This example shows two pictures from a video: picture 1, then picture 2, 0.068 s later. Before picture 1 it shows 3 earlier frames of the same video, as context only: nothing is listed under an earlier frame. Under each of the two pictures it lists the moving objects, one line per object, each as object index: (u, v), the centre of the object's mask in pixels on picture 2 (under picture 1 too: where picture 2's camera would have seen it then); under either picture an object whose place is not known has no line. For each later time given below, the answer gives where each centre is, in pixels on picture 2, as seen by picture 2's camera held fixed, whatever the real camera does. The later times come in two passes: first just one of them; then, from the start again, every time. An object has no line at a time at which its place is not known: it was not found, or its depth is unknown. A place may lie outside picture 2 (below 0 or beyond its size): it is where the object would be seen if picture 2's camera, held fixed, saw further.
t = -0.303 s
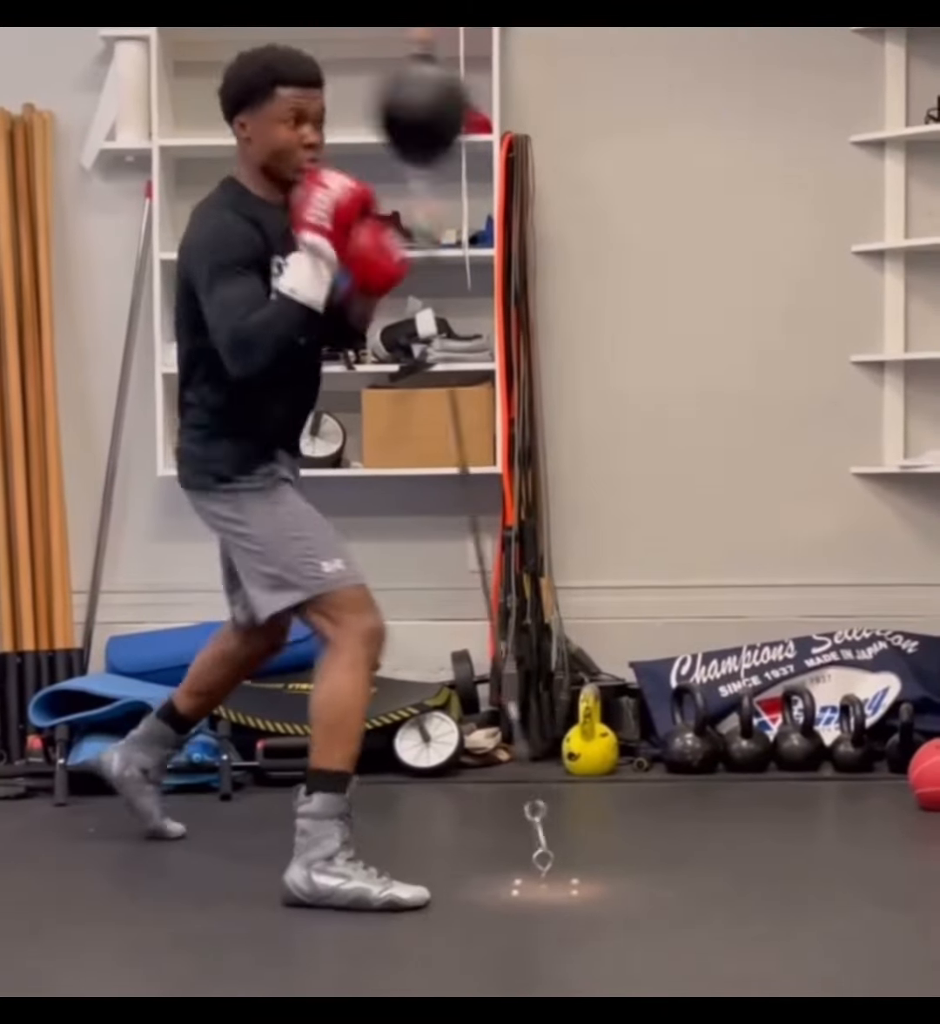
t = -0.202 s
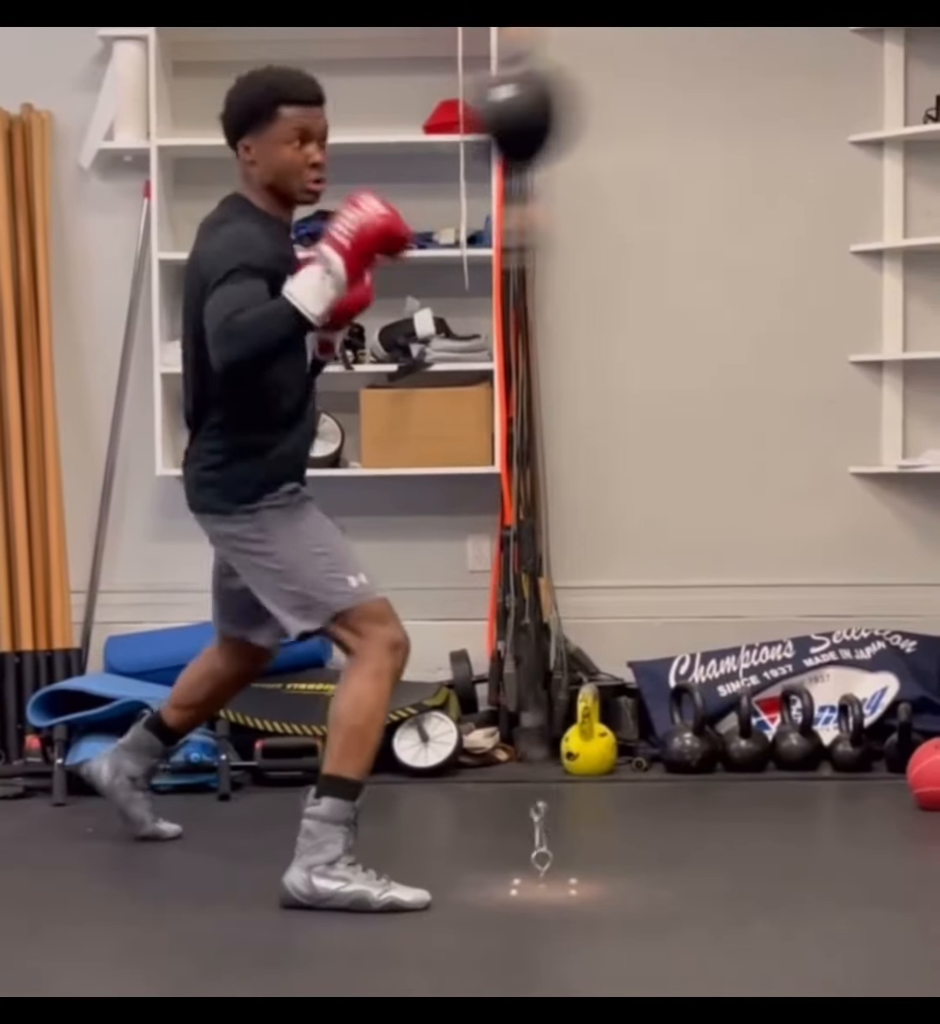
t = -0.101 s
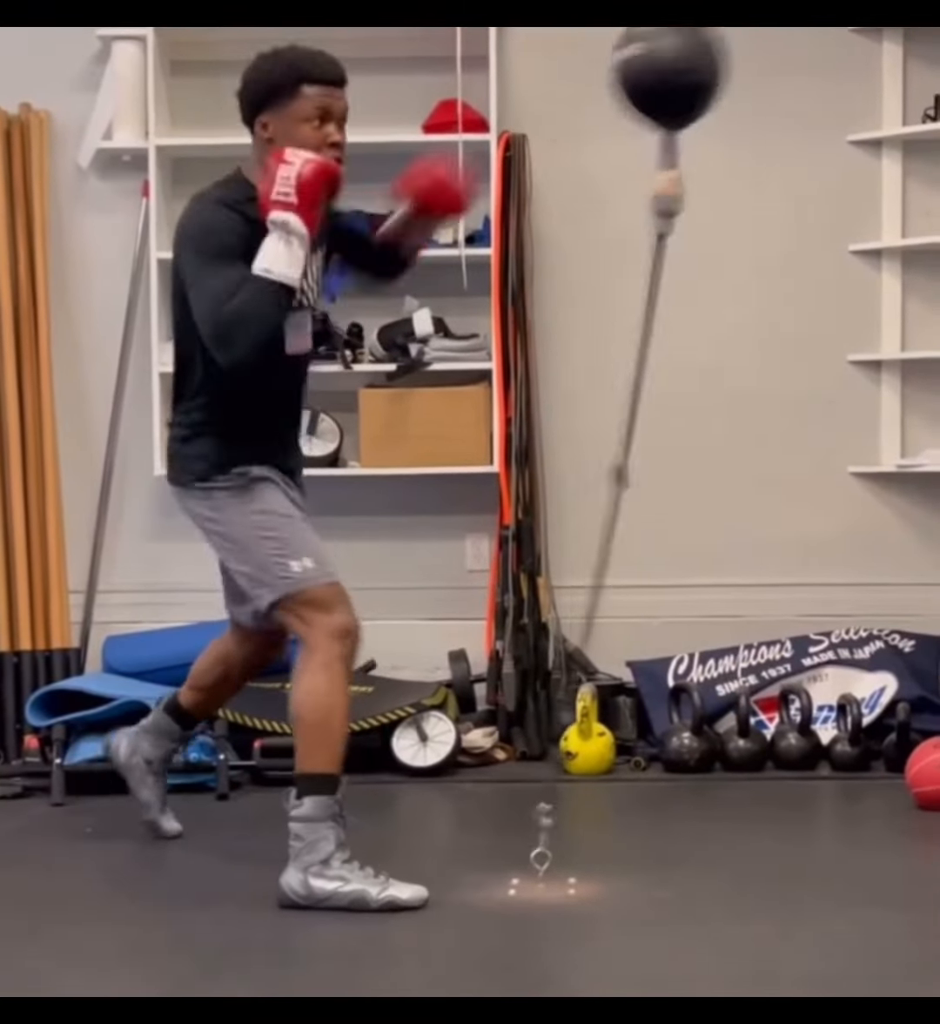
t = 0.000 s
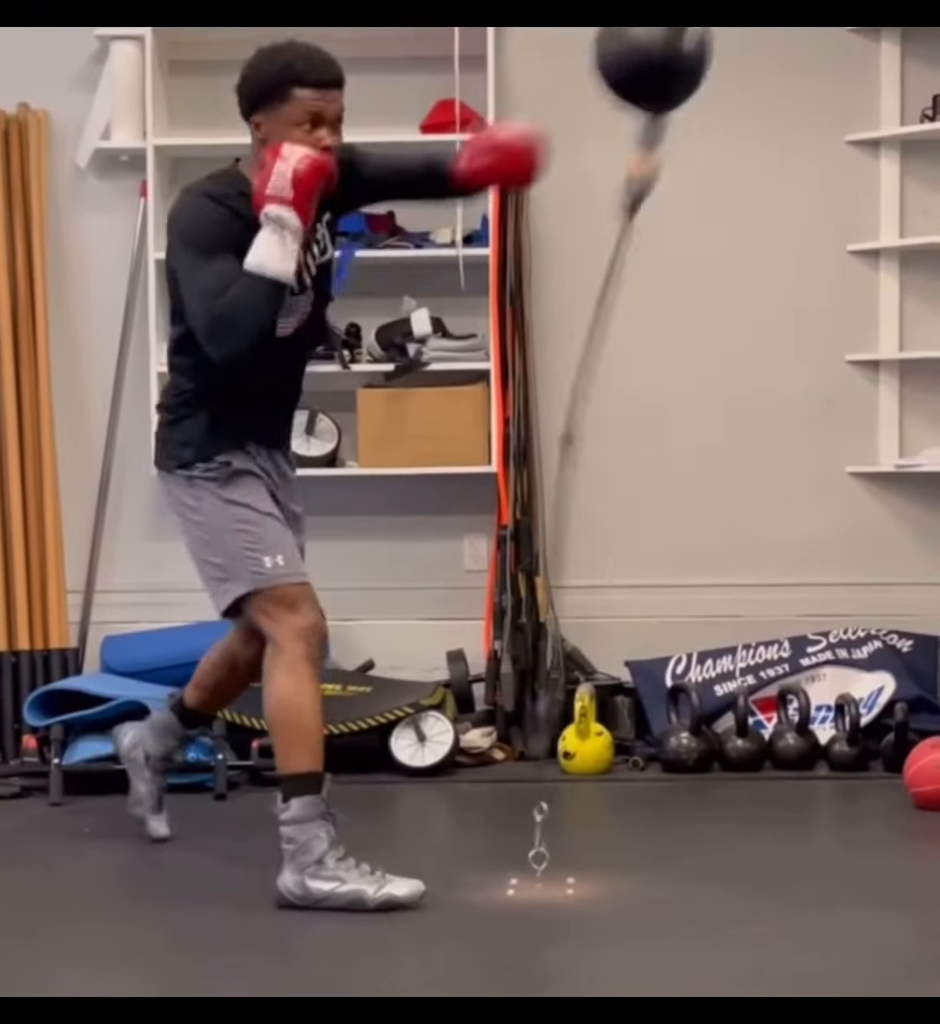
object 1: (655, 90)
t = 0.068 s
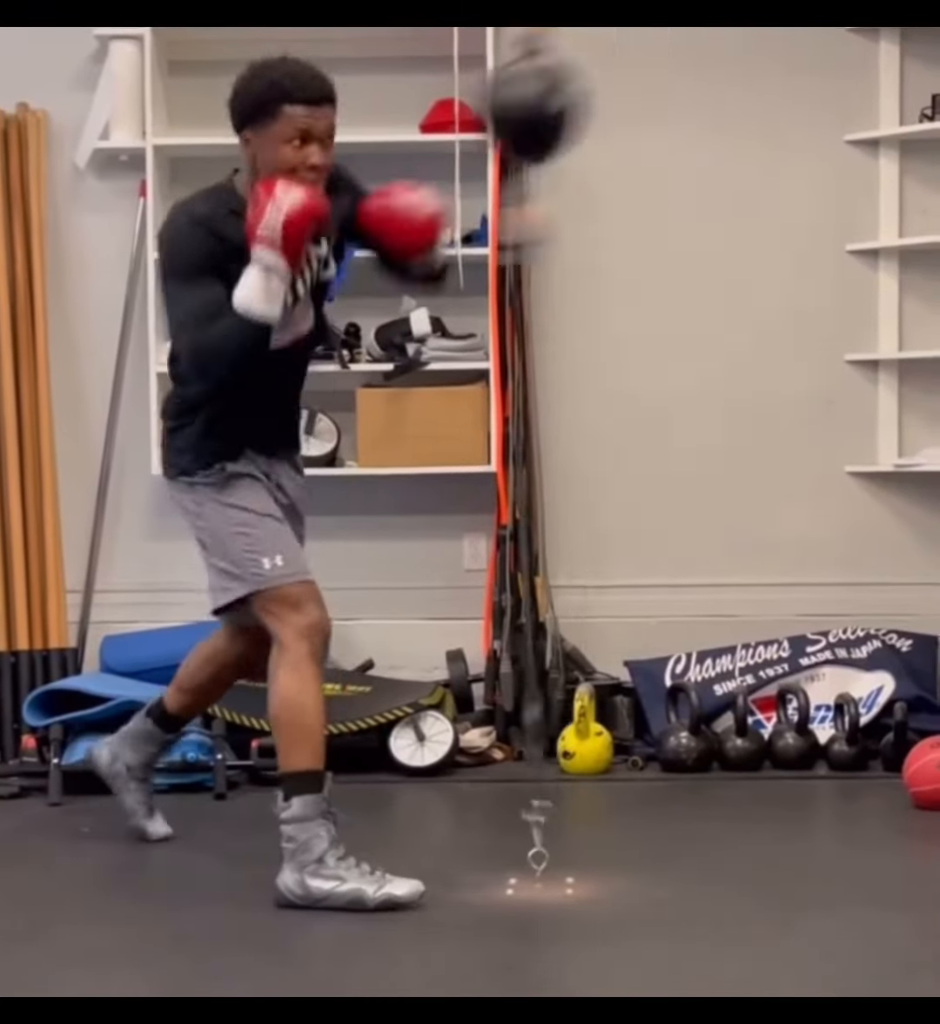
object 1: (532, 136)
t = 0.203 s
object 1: (492, 145)
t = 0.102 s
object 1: (456, 142)
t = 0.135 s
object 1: (427, 140)
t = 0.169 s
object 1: (437, 140)
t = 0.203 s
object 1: (492, 145)
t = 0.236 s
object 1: (564, 136)
